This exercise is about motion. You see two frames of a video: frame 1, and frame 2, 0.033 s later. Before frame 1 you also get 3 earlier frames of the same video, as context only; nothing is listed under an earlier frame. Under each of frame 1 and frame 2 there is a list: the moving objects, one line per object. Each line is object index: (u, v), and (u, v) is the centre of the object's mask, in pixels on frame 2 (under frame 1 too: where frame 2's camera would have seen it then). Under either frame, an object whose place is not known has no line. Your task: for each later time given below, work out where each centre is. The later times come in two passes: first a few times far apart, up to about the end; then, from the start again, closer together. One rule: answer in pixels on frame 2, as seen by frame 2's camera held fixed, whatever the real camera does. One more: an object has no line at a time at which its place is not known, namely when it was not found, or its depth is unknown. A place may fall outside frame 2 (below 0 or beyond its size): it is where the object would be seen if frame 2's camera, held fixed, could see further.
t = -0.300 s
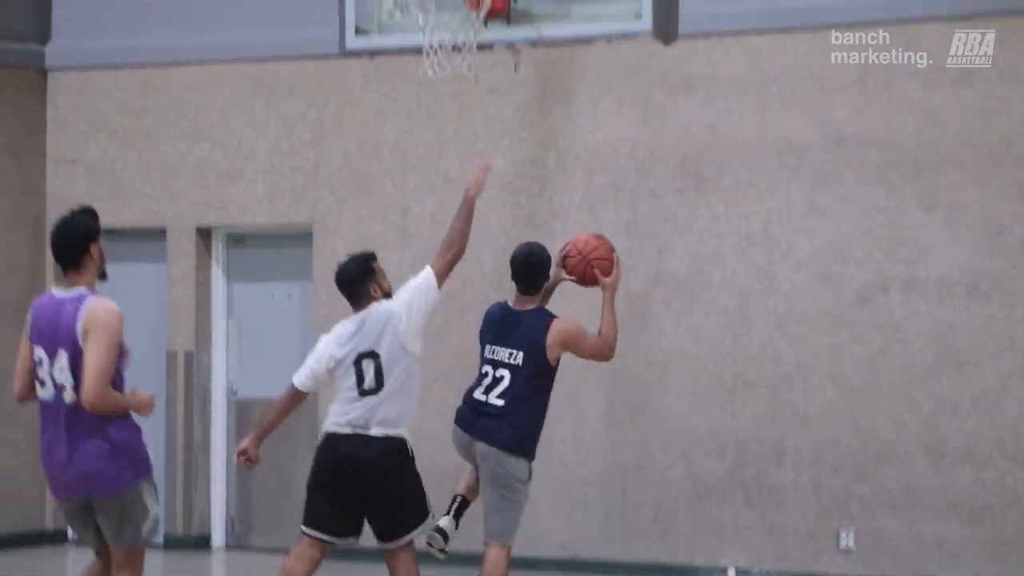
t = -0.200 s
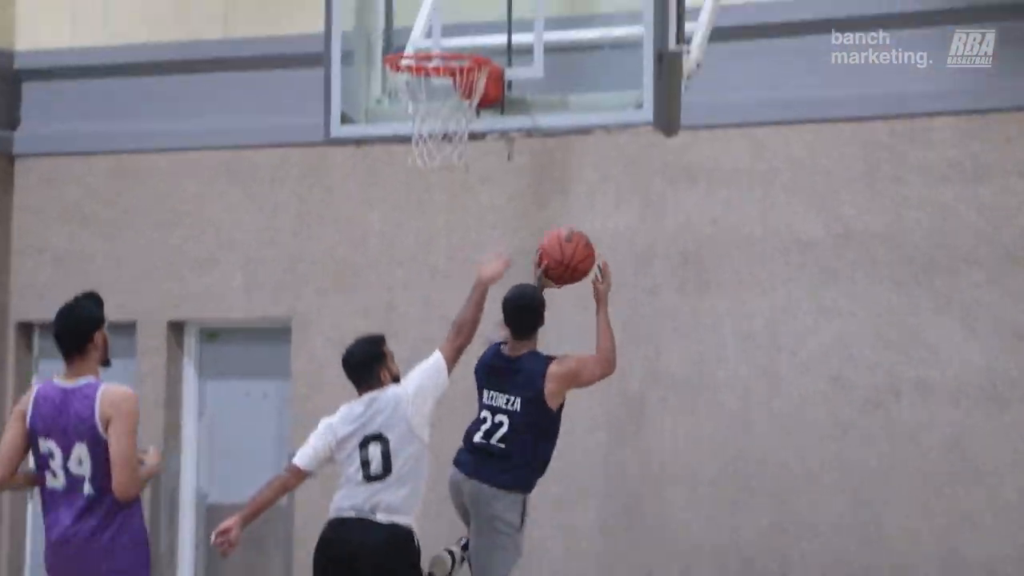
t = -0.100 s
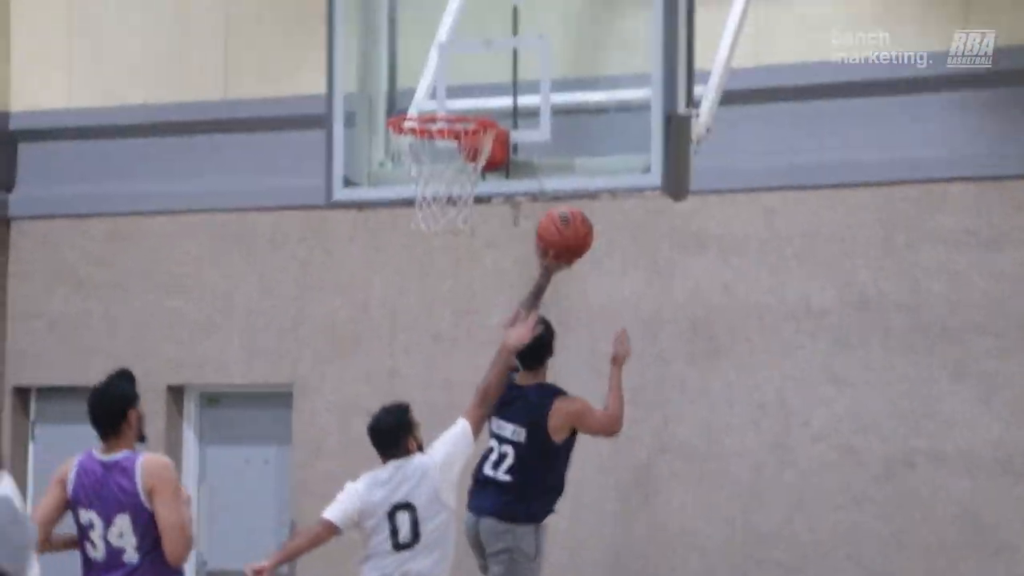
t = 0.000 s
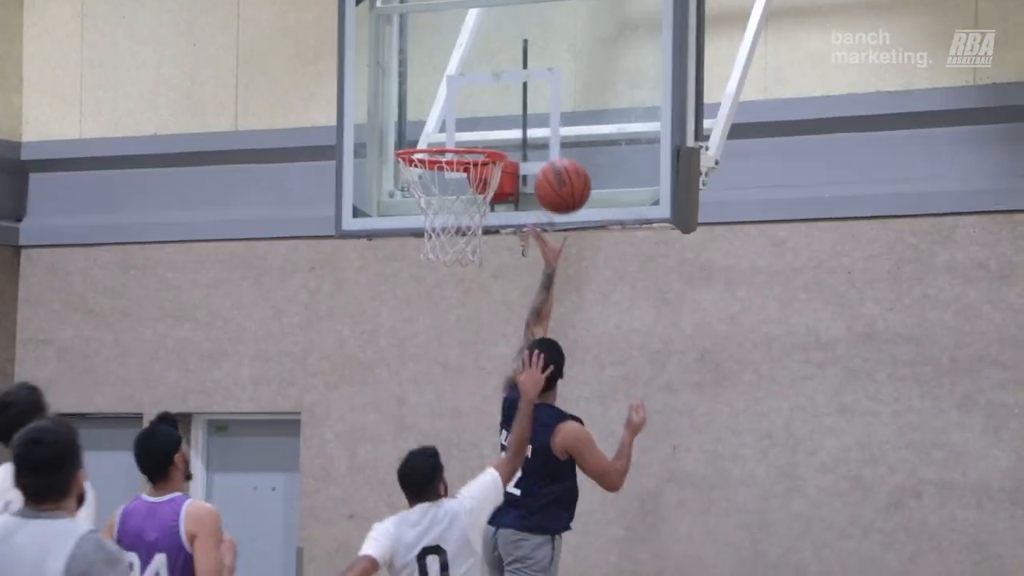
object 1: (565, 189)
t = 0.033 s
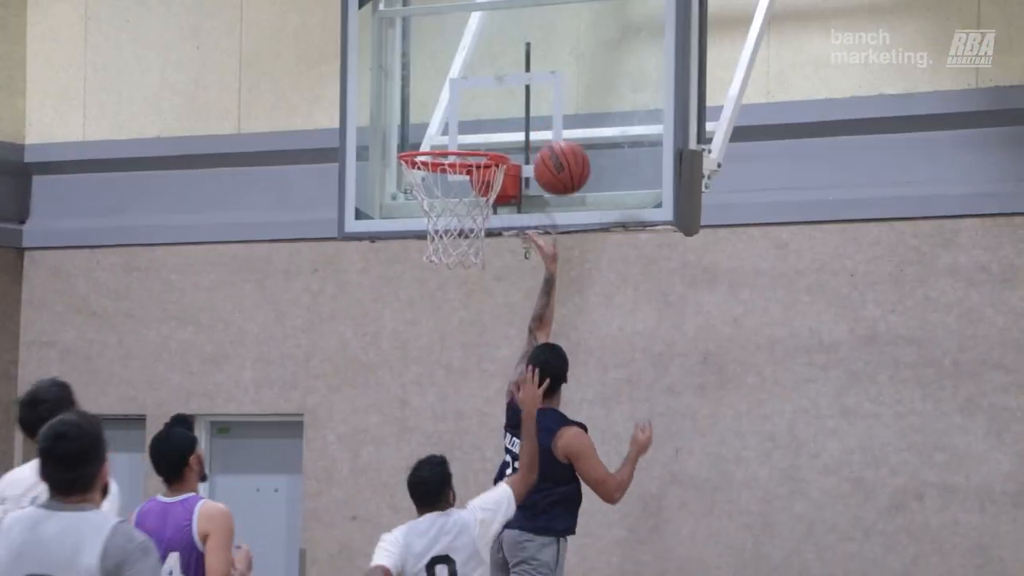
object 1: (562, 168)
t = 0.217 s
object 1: (541, 101)
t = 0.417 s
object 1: (488, 115)
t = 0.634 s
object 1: (422, 218)
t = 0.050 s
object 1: (560, 159)
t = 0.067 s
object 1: (558, 150)
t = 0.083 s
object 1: (556, 141)
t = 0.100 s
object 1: (554, 134)
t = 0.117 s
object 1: (553, 127)
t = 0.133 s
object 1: (551, 121)
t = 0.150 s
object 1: (549, 116)
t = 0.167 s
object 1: (547, 111)
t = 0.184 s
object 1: (545, 107)
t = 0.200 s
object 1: (543, 103)
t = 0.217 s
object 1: (541, 101)
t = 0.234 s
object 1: (540, 98)
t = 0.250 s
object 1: (538, 97)
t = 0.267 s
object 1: (536, 96)
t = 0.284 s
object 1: (530, 96)
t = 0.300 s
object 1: (525, 96)
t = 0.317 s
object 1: (520, 97)
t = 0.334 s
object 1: (514, 99)
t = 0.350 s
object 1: (509, 101)
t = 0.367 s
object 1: (504, 103)
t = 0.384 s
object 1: (498, 107)
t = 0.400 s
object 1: (493, 111)
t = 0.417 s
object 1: (488, 115)
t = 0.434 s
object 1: (482, 121)
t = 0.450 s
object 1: (477, 126)
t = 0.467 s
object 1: (471, 130)
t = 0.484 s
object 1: (466, 134)
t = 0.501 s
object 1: (460, 137)
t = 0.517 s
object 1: (454, 158)
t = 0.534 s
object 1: (450, 167)
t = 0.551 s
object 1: (444, 177)
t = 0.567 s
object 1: (438, 185)
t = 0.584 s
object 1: (433, 195)
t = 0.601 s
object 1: (428, 204)
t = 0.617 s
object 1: (424, 213)
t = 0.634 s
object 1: (422, 218)
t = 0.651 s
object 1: (421, 223)
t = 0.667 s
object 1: (419, 227)
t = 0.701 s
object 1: (418, 239)
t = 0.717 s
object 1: (417, 245)
